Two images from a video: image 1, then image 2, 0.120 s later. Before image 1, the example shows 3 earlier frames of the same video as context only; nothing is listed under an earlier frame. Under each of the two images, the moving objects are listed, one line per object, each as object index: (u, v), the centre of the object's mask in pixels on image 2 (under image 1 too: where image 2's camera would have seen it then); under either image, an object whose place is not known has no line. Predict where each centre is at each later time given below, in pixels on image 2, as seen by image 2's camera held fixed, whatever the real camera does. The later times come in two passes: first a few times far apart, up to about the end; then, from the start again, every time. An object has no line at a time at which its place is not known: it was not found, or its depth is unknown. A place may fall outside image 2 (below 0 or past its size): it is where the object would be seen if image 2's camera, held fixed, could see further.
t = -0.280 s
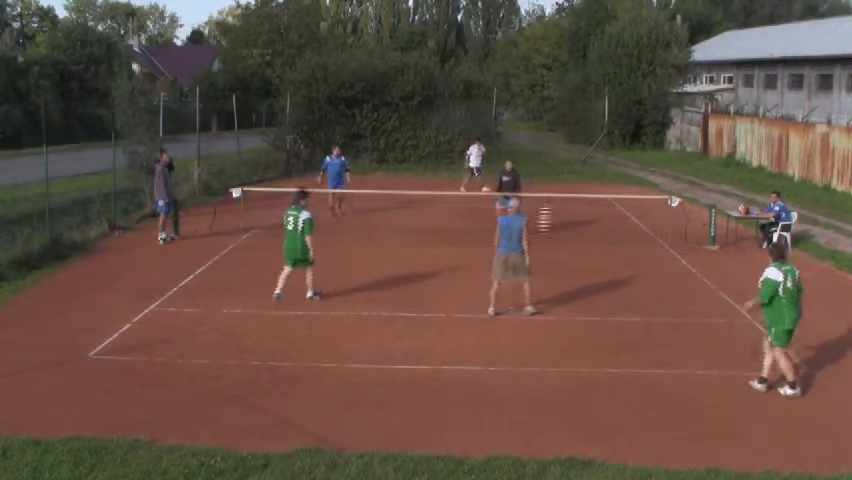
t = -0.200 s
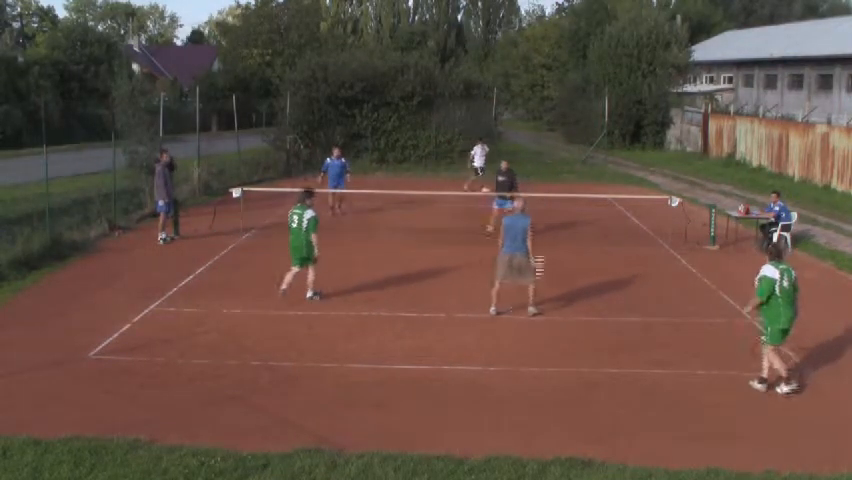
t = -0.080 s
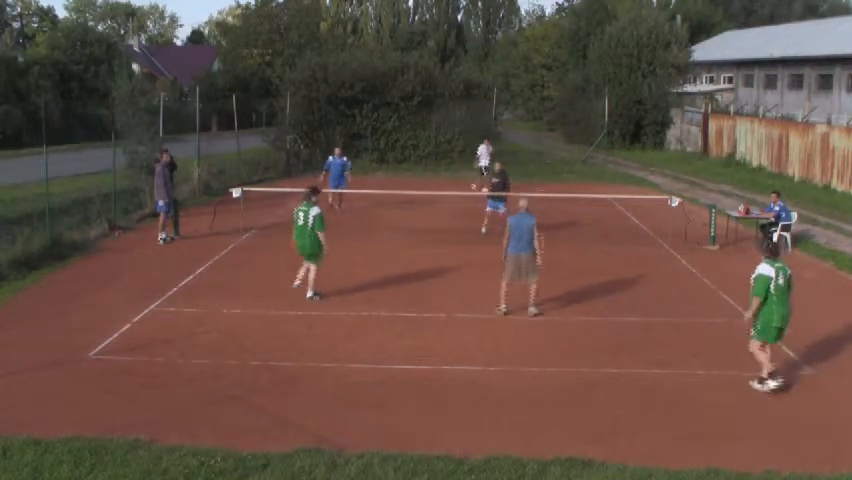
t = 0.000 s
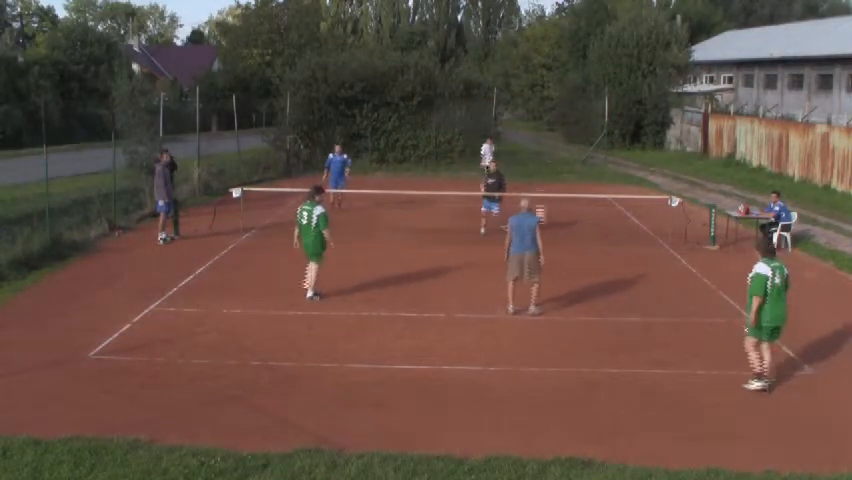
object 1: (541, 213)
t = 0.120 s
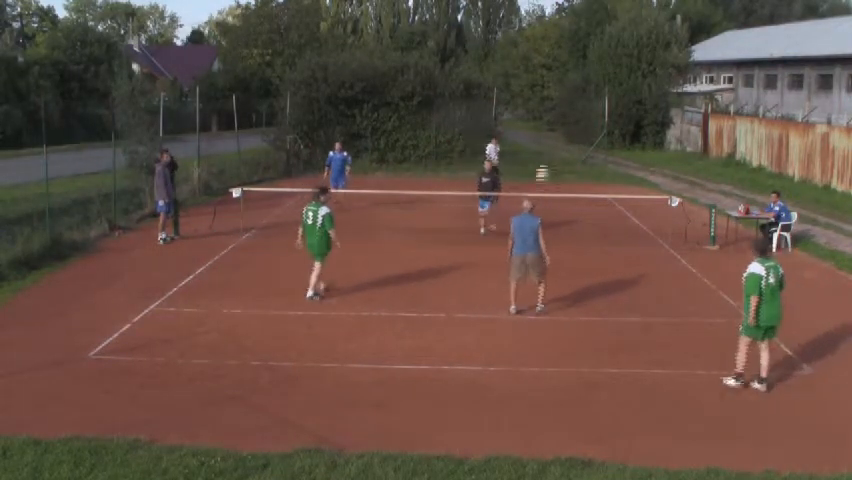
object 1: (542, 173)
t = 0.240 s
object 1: (543, 141)
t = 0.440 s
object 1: (545, 107)
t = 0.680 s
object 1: (545, 95)
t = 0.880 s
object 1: (546, 112)
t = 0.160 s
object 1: (543, 162)
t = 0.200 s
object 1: (543, 152)
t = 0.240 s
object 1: (543, 141)
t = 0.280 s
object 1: (544, 131)
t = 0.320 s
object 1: (544, 125)
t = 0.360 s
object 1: (544, 118)
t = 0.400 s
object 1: (545, 112)
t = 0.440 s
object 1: (545, 107)
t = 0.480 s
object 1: (545, 102)
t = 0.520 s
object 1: (545, 99)
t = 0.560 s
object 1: (545, 96)
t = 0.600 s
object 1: (545, 95)
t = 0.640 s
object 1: (545, 94)
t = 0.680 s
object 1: (545, 95)
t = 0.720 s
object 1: (545, 95)
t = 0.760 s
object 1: (546, 98)
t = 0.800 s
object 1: (546, 102)
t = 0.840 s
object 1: (546, 107)
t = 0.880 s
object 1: (546, 112)
